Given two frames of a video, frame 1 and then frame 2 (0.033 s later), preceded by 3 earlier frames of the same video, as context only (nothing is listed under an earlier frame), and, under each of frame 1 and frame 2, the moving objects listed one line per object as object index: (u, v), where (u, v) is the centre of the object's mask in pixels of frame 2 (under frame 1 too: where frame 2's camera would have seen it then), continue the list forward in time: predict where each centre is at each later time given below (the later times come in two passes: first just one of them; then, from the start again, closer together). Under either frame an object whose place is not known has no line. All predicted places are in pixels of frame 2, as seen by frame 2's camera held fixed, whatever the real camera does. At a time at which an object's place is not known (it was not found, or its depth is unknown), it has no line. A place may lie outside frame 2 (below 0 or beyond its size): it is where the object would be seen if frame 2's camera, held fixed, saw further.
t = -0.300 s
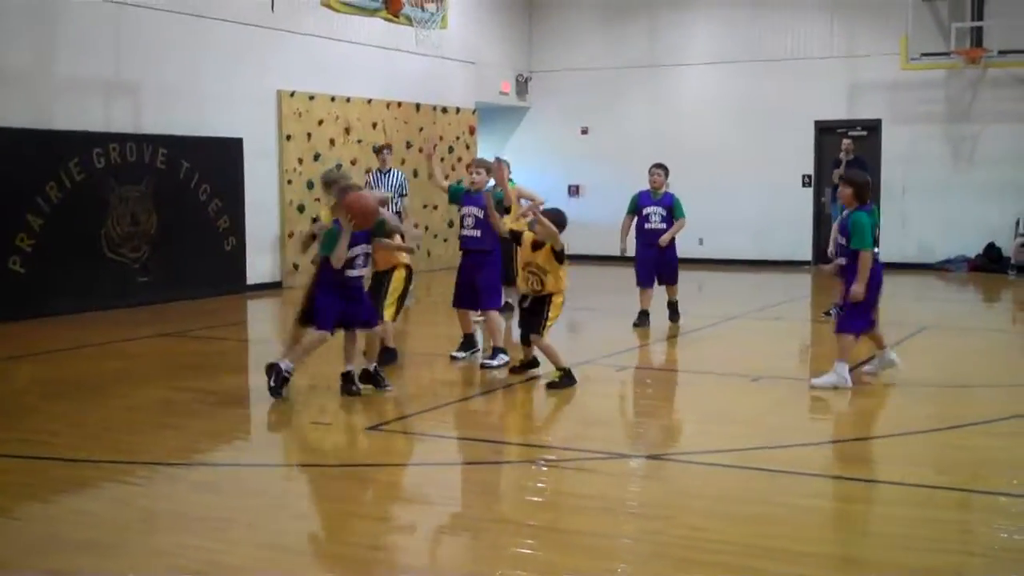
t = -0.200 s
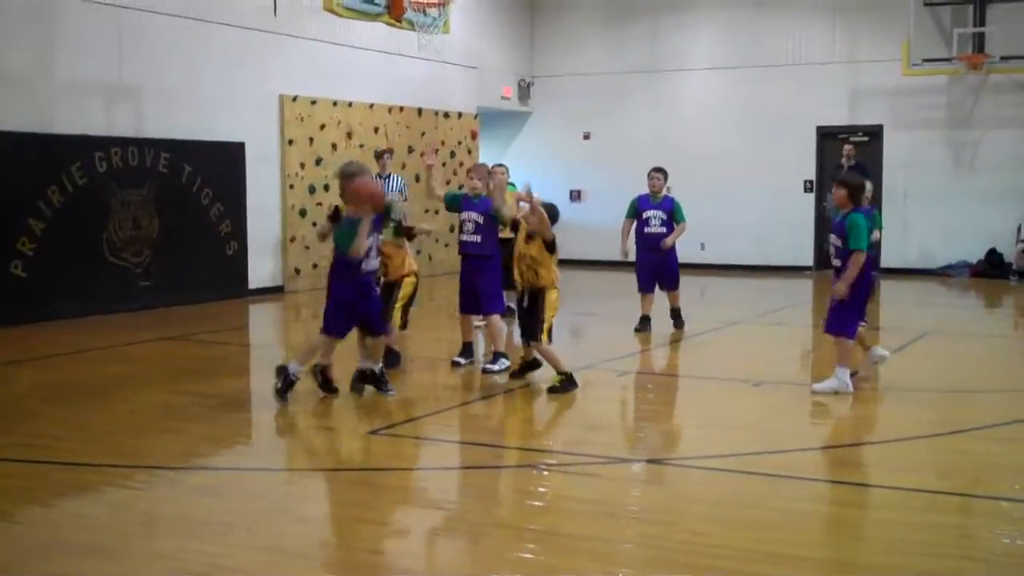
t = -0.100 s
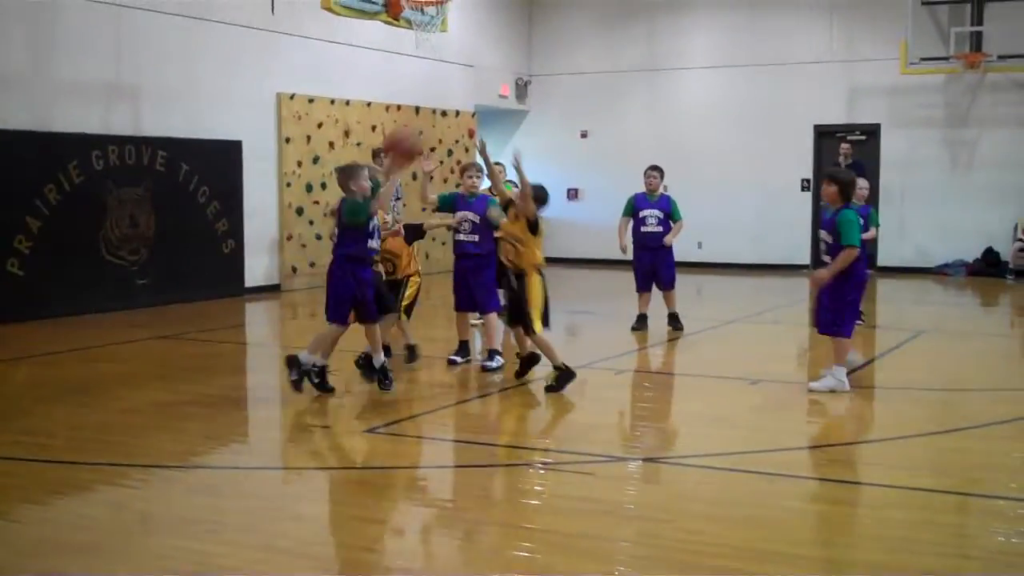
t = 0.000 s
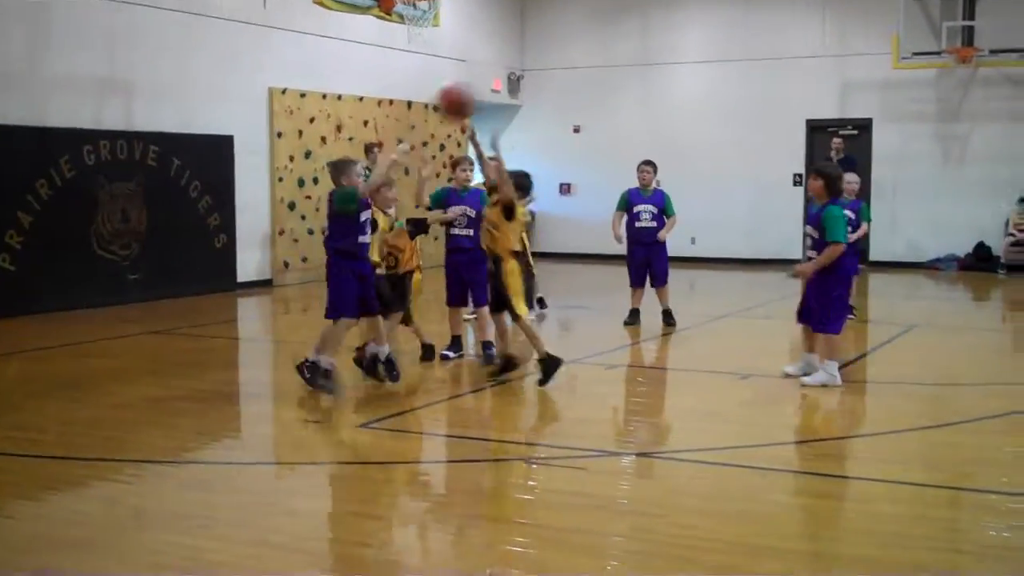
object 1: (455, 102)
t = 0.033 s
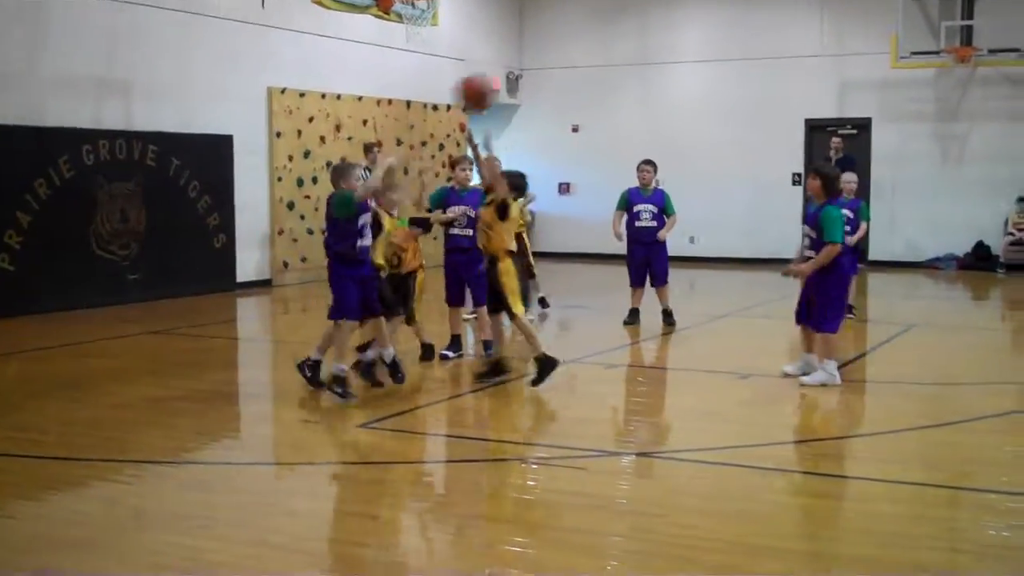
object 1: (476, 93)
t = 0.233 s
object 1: (600, 75)
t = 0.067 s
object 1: (498, 85)
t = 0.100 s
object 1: (517, 80)
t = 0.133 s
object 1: (537, 76)
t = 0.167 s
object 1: (558, 74)
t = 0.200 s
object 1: (580, 74)
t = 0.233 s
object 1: (600, 75)
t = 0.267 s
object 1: (620, 78)
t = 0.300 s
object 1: (640, 83)
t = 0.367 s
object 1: (681, 99)
